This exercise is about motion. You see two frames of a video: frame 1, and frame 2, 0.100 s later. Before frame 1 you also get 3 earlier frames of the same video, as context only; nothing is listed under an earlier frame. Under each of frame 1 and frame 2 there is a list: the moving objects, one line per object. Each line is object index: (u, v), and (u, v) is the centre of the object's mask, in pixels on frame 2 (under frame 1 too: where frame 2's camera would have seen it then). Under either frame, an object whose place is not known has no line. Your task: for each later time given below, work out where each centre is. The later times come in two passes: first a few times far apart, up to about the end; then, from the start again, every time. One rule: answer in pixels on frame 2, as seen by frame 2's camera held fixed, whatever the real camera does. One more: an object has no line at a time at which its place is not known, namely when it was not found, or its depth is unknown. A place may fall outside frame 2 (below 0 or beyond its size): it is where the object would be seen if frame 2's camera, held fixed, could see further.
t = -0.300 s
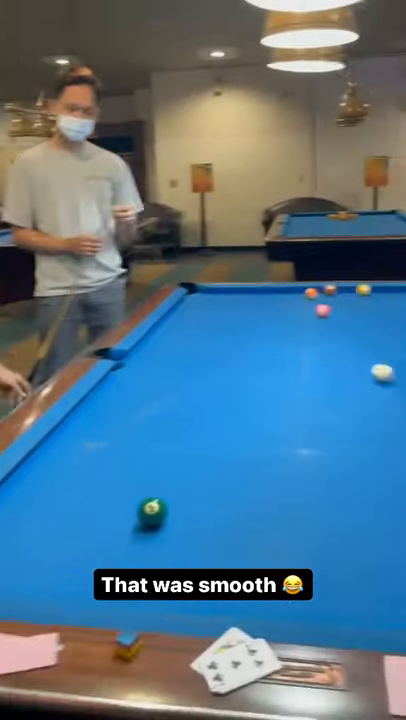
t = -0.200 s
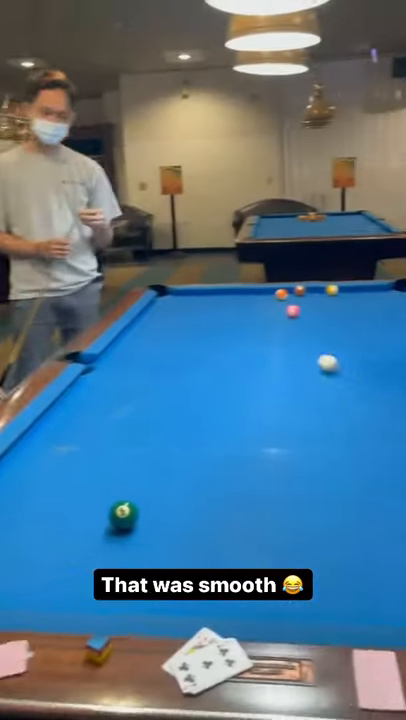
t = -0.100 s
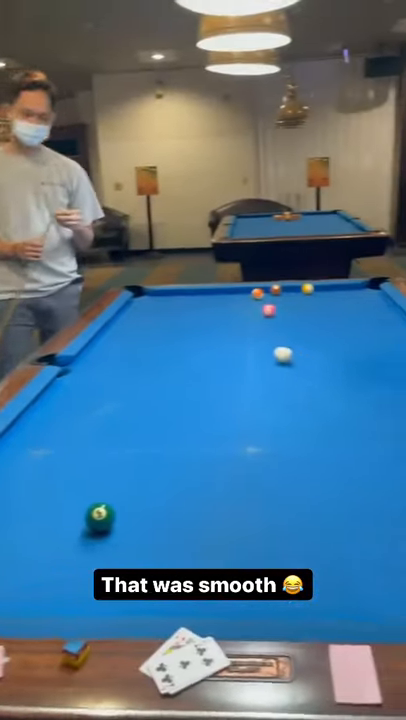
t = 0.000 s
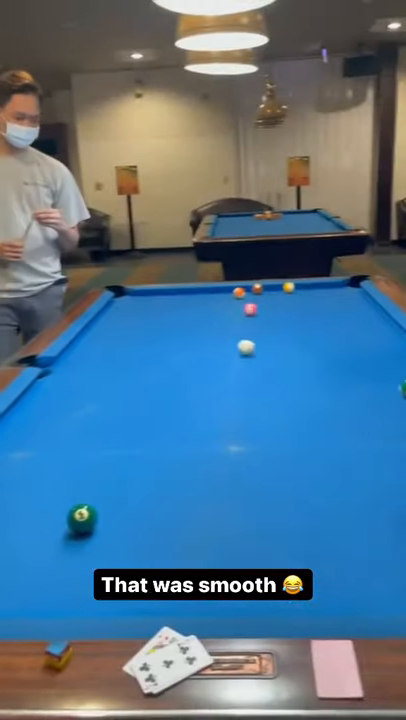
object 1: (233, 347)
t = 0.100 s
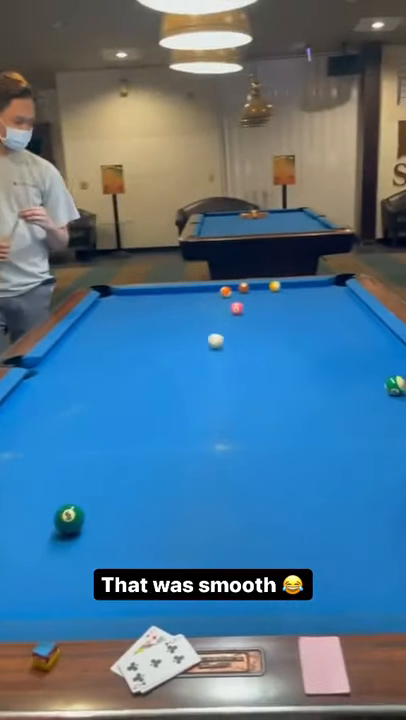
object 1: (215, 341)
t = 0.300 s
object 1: (185, 331)
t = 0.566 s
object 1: (151, 320)
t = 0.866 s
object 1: (119, 310)
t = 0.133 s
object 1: (210, 340)
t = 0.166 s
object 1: (205, 338)
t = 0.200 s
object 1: (200, 336)
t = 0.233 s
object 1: (195, 334)
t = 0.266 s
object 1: (190, 333)
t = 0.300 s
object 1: (185, 331)
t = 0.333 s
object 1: (181, 330)
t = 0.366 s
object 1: (176, 329)
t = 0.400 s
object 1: (171, 327)
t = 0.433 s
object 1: (167, 326)
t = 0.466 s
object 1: (163, 324)
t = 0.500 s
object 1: (159, 323)
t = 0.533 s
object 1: (155, 322)
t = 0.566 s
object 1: (151, 320)
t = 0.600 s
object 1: (147, 319)
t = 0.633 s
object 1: (143, 318)
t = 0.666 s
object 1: (140, 317)
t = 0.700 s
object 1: (136, 315)
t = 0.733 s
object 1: (132, 314)
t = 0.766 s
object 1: (128, 313)
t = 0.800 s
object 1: (125, 312)
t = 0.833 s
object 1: (122, 311)
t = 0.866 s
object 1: (119, 310)
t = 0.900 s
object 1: (115, 309)
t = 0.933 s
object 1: (112, 308)
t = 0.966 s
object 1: (108, 307)
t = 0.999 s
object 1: (105, 306)
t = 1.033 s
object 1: (102, 305)
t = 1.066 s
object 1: (100, 304)
